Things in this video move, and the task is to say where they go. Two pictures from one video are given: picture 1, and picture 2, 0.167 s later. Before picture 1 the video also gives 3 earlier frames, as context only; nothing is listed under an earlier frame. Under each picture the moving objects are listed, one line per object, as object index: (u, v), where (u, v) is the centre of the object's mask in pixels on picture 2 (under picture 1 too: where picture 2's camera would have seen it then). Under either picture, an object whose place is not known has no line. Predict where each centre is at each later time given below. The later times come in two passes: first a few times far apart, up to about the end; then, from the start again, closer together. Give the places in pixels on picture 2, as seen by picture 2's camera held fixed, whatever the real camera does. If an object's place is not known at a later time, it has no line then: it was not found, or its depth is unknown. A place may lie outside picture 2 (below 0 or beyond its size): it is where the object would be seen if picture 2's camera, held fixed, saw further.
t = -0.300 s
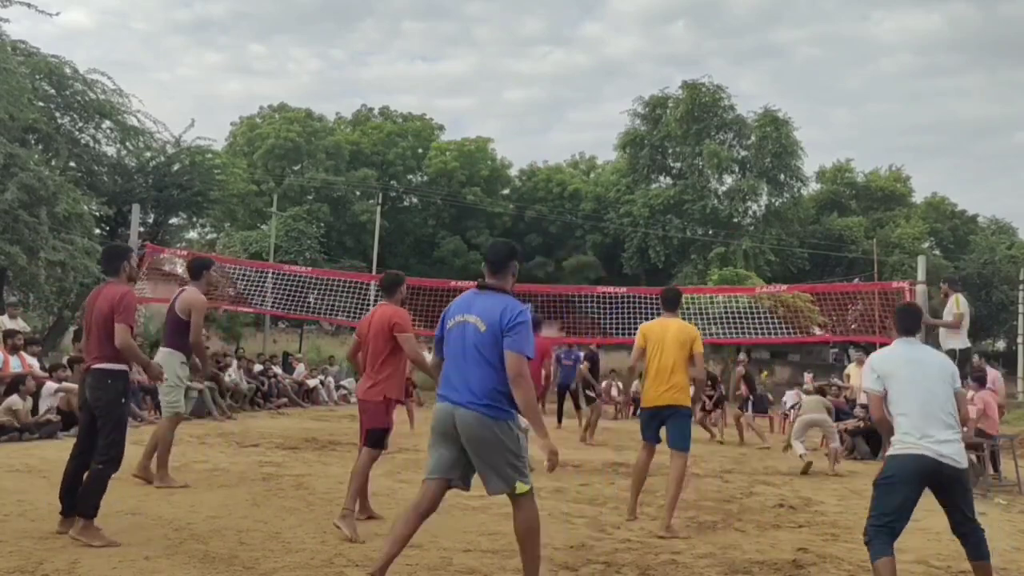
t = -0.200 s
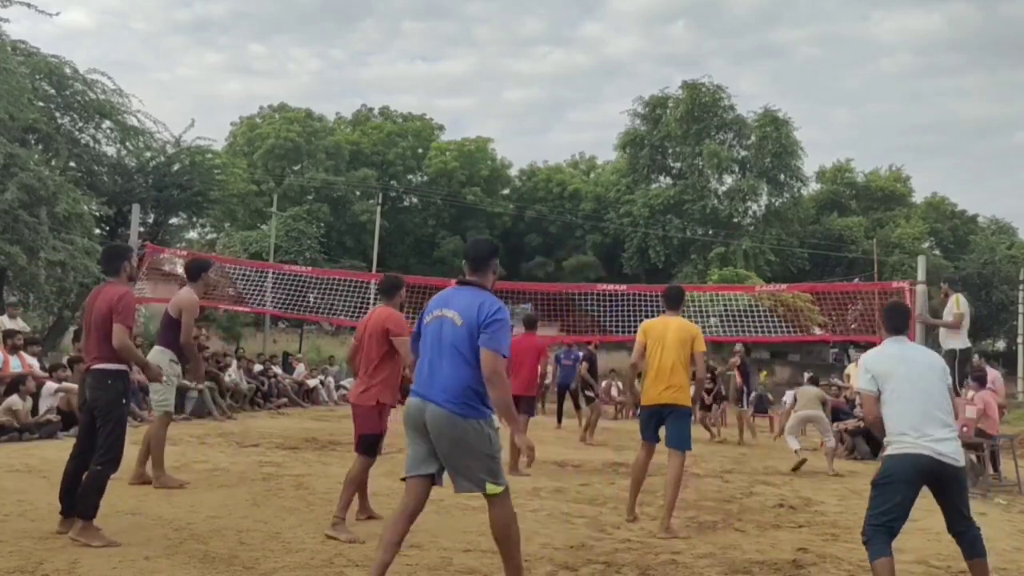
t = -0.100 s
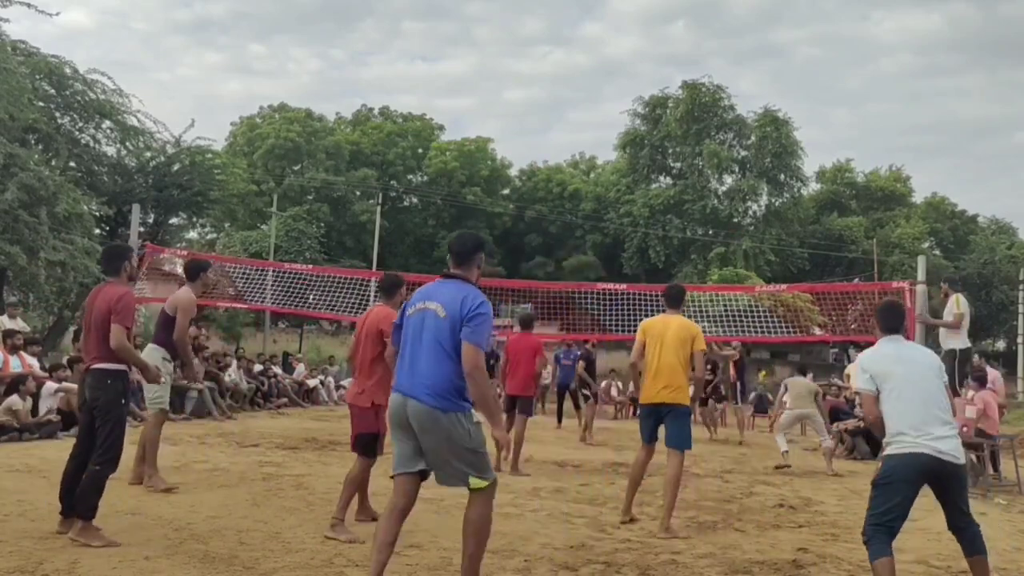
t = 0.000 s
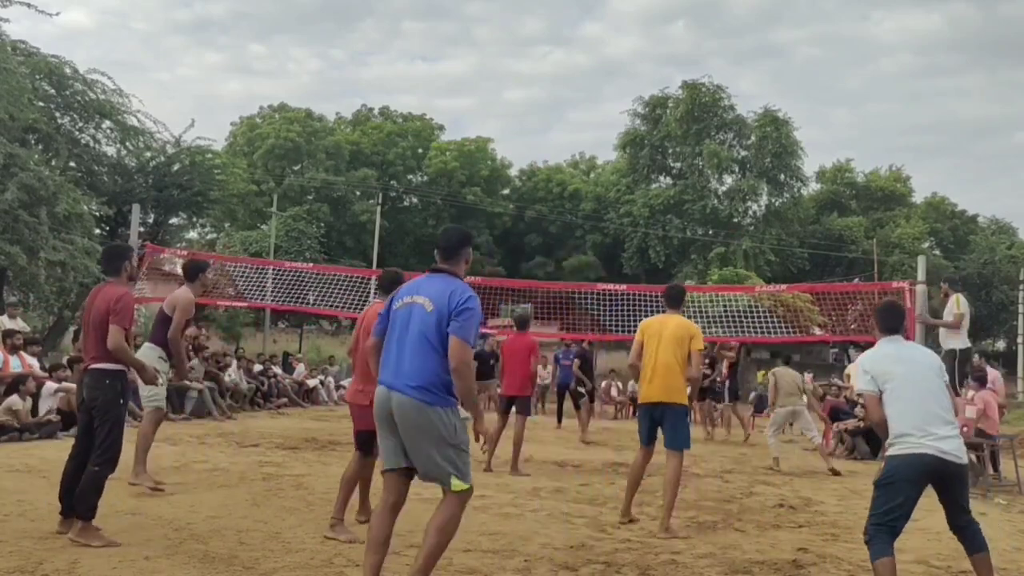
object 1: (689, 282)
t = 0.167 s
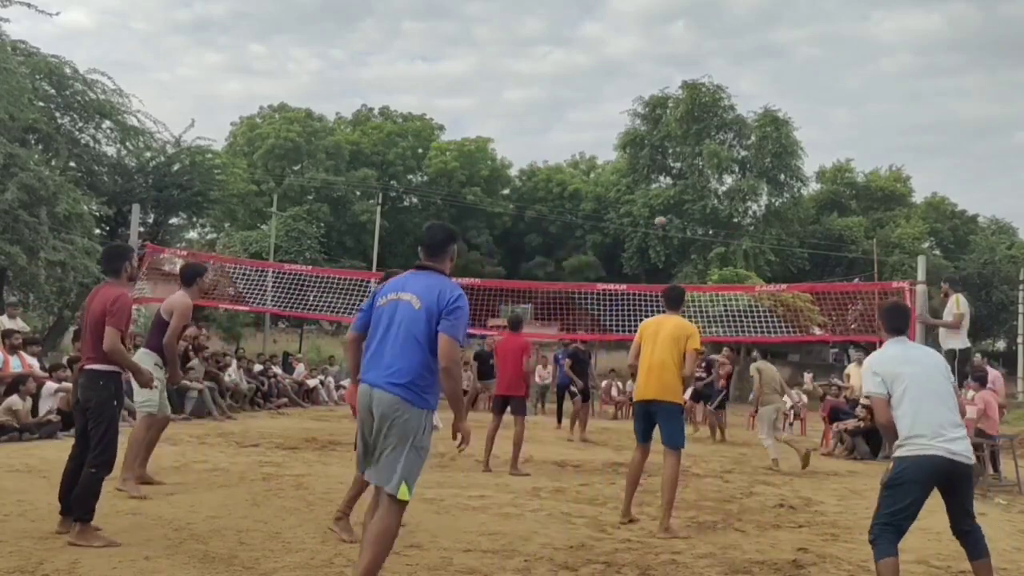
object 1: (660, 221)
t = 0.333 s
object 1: (624, 168)
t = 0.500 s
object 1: (581, 127)
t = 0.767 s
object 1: (490, 95)
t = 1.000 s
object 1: (375, 121)
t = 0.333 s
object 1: (624, 168)
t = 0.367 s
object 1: (616, 159)
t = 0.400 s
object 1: (608, 150)
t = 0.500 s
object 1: (581, 127)
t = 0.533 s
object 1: (572, 121)
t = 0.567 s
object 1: (561, 114)
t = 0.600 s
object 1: (550, 109)
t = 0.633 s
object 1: (539, 105)
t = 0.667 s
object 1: (528, 101)
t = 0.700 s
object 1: (516, 98)
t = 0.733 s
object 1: (503, 96)
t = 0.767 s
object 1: (490, 95)
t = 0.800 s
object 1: (476, 95)
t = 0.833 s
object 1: (461, 96)
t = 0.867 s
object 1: (445, 98)
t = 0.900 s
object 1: (429, 102)
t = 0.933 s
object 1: (413, 107)
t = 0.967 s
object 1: (393, 112)
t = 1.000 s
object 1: (375, 121)
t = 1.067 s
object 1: (335, 143)
